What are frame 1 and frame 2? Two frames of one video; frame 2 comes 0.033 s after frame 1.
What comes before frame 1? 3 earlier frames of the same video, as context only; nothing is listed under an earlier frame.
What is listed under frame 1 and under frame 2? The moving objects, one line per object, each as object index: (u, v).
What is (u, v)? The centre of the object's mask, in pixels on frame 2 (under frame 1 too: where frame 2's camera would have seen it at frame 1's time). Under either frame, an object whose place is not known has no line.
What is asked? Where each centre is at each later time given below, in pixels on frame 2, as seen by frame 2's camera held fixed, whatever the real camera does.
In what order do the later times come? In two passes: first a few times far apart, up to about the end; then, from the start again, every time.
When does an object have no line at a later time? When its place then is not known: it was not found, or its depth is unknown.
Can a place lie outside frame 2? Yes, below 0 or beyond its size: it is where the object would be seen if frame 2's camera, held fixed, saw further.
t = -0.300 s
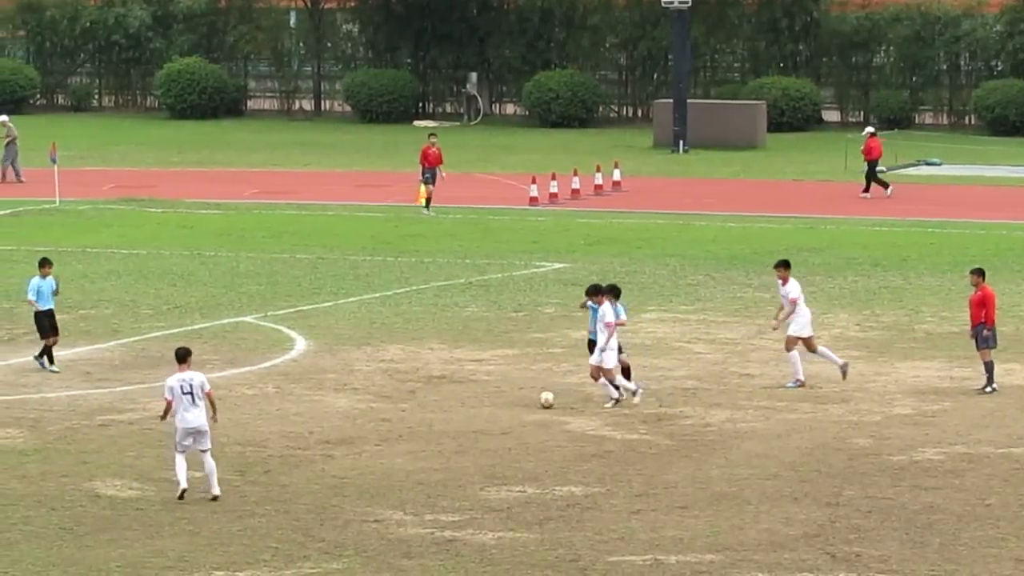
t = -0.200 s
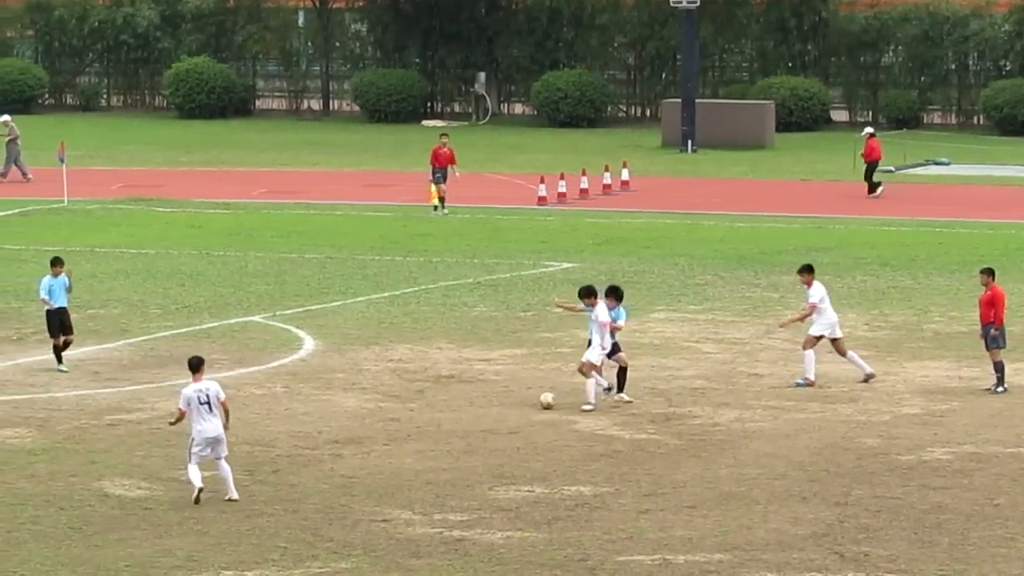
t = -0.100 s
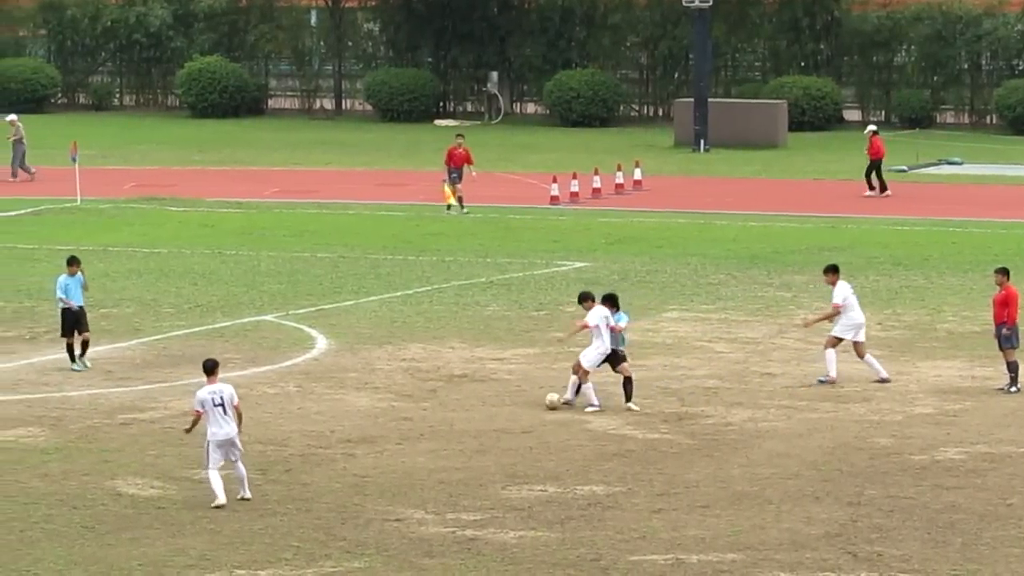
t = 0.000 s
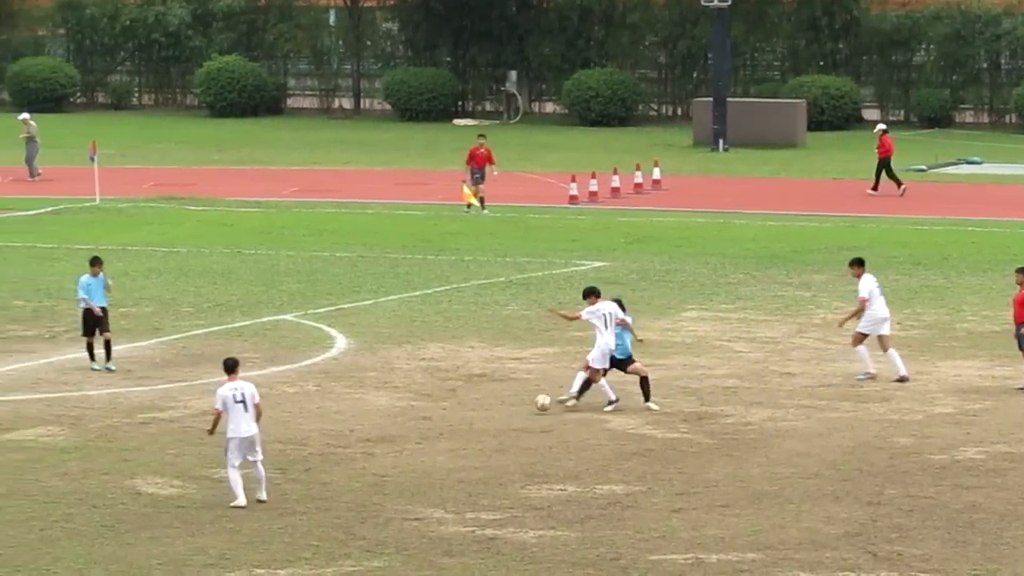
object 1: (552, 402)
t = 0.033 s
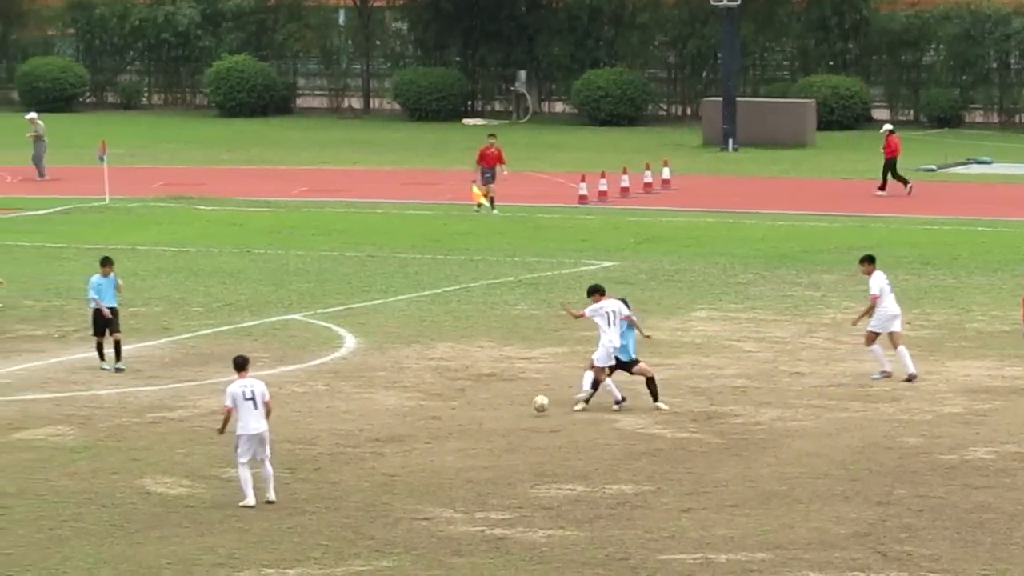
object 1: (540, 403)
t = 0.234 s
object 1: (475, 420)
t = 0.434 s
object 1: (418, 434)
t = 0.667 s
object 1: (353, 447)
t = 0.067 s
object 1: (529, 405)
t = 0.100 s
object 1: (518, 407)
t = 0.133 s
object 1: (507, 411)
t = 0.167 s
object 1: (496, 416)
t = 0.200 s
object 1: (484, 421)
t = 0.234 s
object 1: (475, 420)
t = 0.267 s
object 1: (466, 420)
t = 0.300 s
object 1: (456, 421)
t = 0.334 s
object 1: (446, 423)
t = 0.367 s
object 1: (437, 425)
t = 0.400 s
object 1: (427, 429)
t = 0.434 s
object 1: (418, 434)
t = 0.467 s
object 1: (408, 434)
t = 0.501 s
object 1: (399, 433)
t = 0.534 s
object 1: (391, 434)
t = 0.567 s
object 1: (381, 436)
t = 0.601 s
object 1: (371, 438)
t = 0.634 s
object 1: (362, 442)
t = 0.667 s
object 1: (353, 447)
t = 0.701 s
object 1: (344, 451)
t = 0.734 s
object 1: (335, 450)
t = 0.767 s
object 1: (325, 450)
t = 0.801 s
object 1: (316, 451)
